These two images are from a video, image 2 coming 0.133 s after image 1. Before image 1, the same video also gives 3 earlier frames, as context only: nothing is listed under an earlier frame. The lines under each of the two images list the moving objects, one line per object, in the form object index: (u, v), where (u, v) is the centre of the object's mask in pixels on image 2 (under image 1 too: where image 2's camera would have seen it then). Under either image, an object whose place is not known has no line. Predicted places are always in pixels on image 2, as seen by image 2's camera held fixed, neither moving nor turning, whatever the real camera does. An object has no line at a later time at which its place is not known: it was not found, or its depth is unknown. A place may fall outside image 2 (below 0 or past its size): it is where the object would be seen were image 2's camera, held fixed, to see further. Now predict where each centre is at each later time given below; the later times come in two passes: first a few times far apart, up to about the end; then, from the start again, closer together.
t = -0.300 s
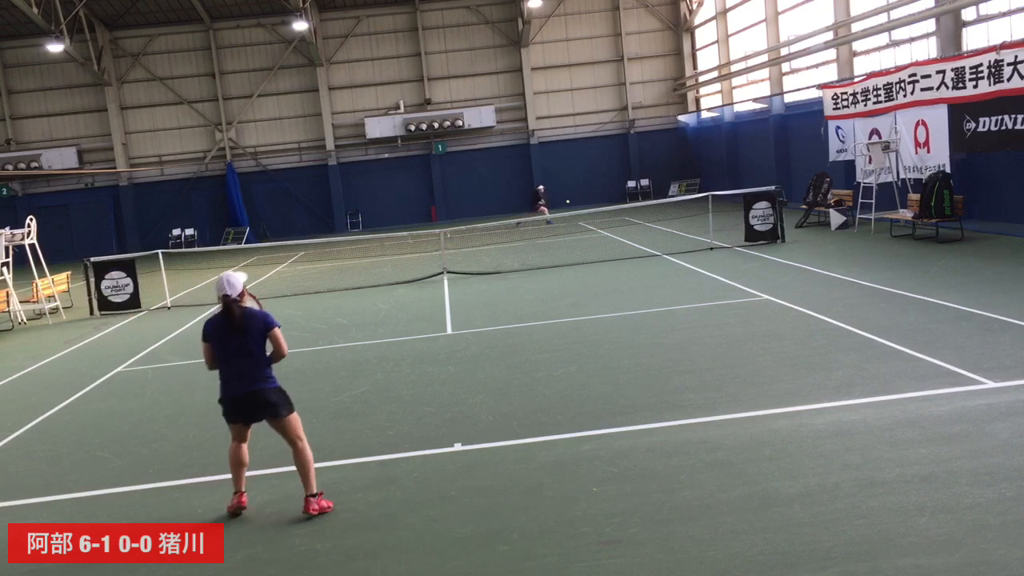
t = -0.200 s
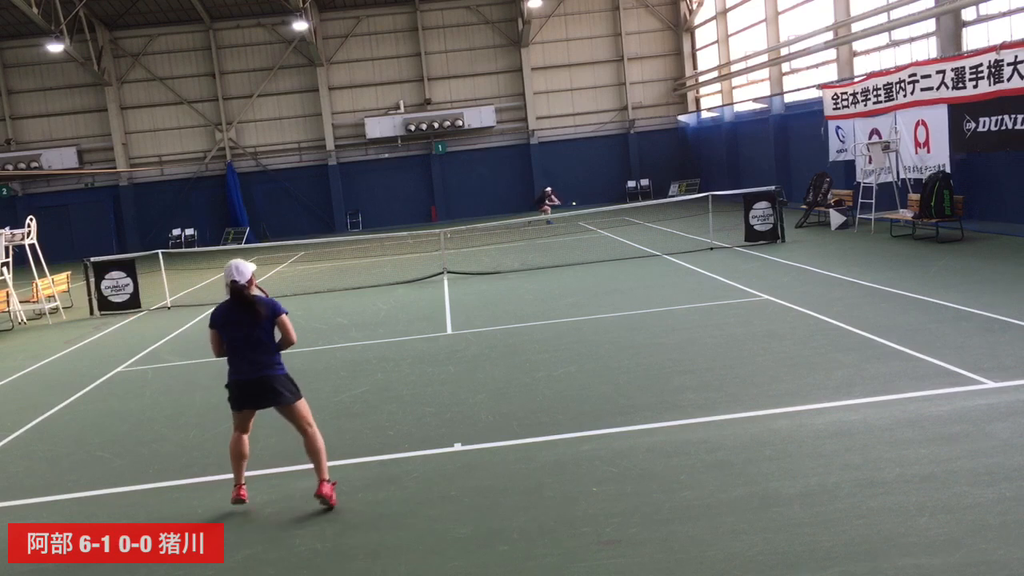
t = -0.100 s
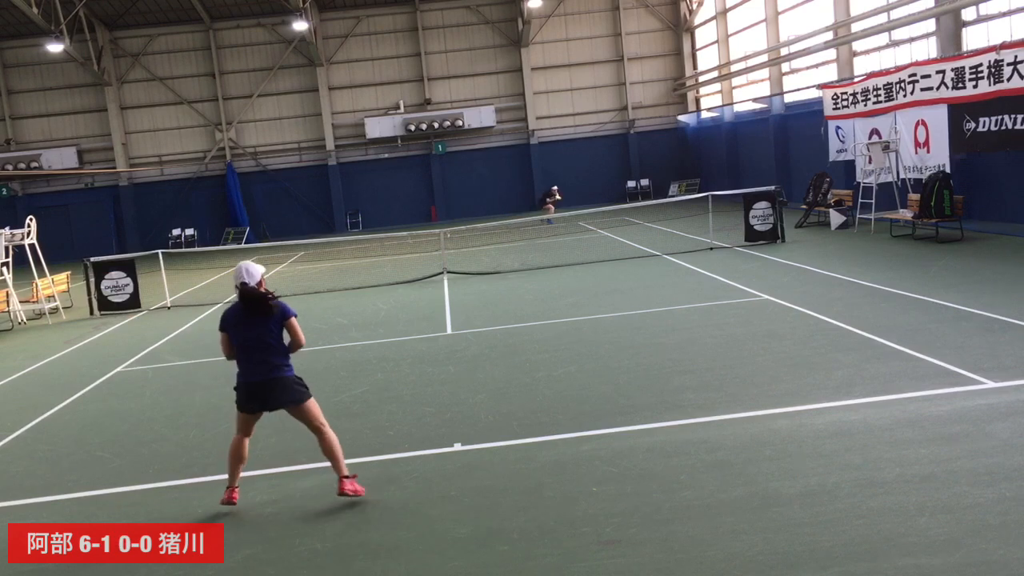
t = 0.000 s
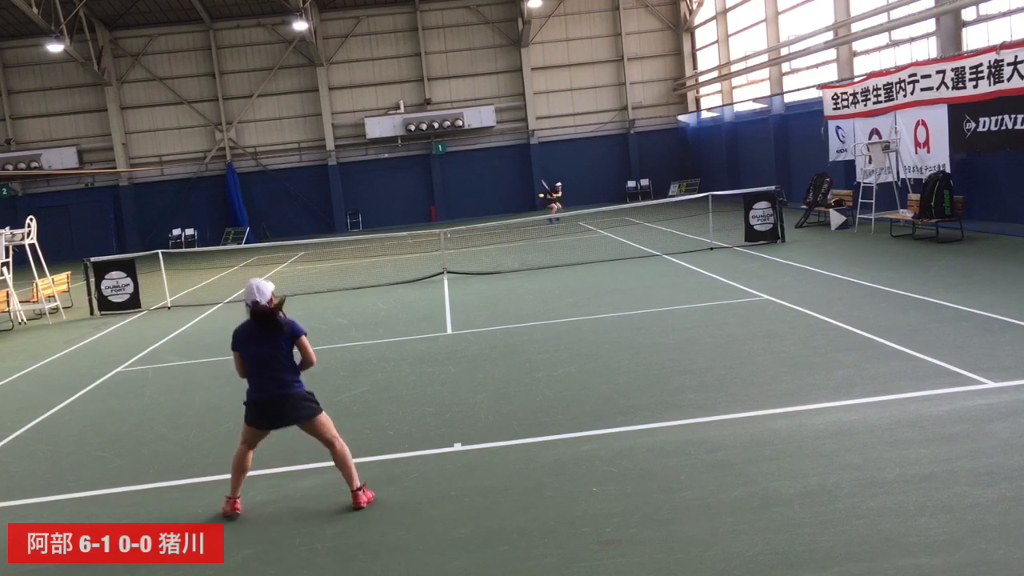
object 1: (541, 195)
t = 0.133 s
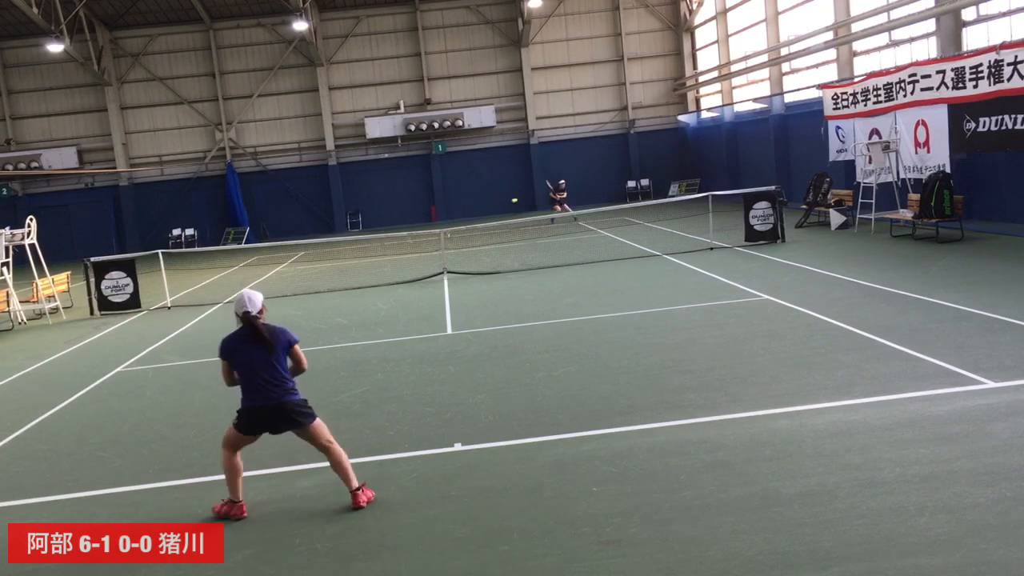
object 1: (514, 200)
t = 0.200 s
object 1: (499, 207)
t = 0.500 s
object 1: (411, 276)
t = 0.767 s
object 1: (303, 322)
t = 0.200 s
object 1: (499, 207)
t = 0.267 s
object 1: (483, 217)
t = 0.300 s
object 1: (474, 223)
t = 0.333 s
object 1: (464, 229)
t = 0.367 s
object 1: (454, 236)
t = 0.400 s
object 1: (445, 244)
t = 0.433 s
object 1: (434, 253)
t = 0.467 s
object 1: (423, 264)
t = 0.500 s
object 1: (411, 276)
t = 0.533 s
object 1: (399, 289)
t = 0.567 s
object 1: (386, 305)
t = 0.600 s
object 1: (372, 323)
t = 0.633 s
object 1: (358, 334)
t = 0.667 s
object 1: (345, 329)
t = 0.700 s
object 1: (332, 326)
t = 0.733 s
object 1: (317, 324)
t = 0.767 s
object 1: (303, 322)
